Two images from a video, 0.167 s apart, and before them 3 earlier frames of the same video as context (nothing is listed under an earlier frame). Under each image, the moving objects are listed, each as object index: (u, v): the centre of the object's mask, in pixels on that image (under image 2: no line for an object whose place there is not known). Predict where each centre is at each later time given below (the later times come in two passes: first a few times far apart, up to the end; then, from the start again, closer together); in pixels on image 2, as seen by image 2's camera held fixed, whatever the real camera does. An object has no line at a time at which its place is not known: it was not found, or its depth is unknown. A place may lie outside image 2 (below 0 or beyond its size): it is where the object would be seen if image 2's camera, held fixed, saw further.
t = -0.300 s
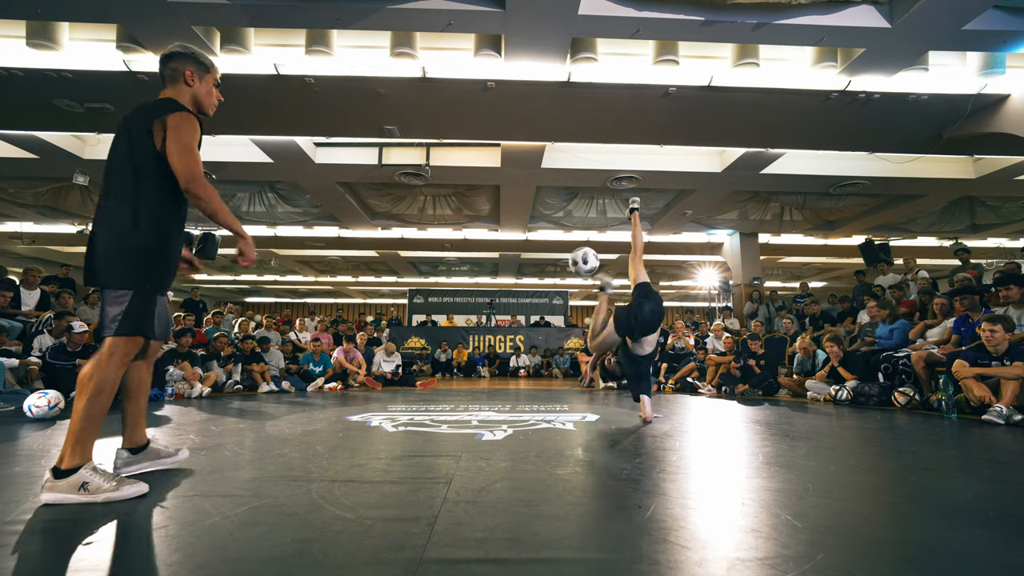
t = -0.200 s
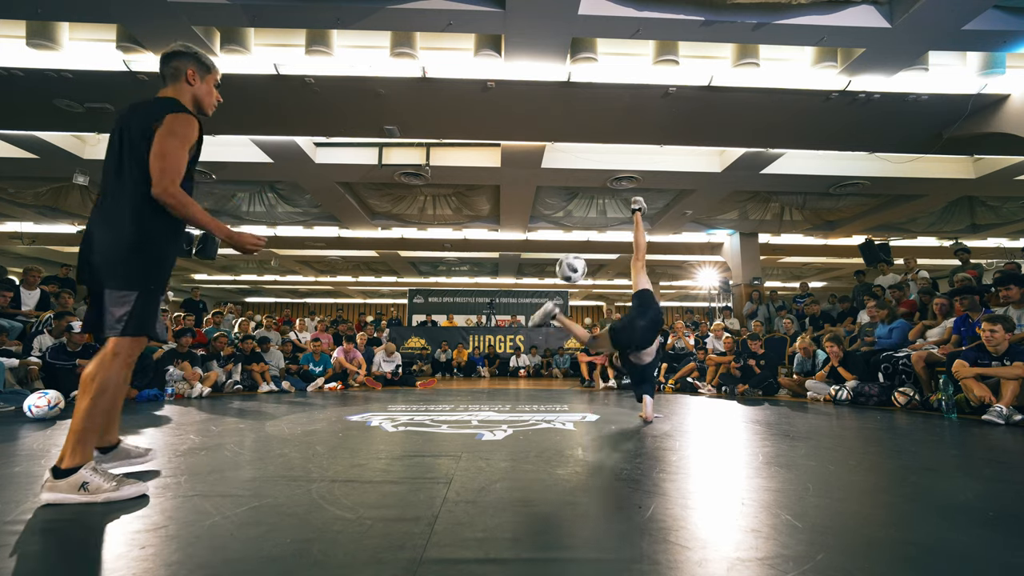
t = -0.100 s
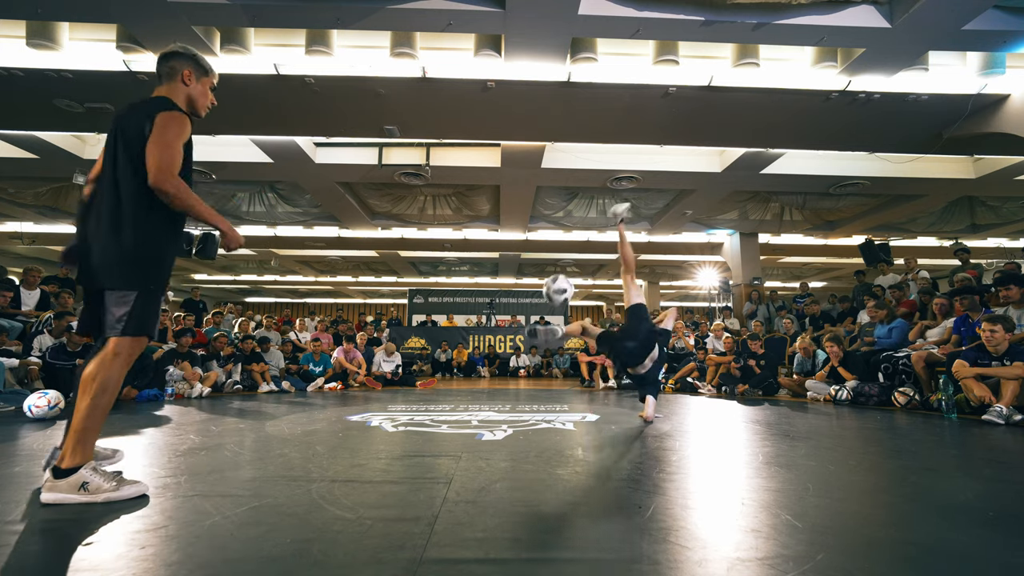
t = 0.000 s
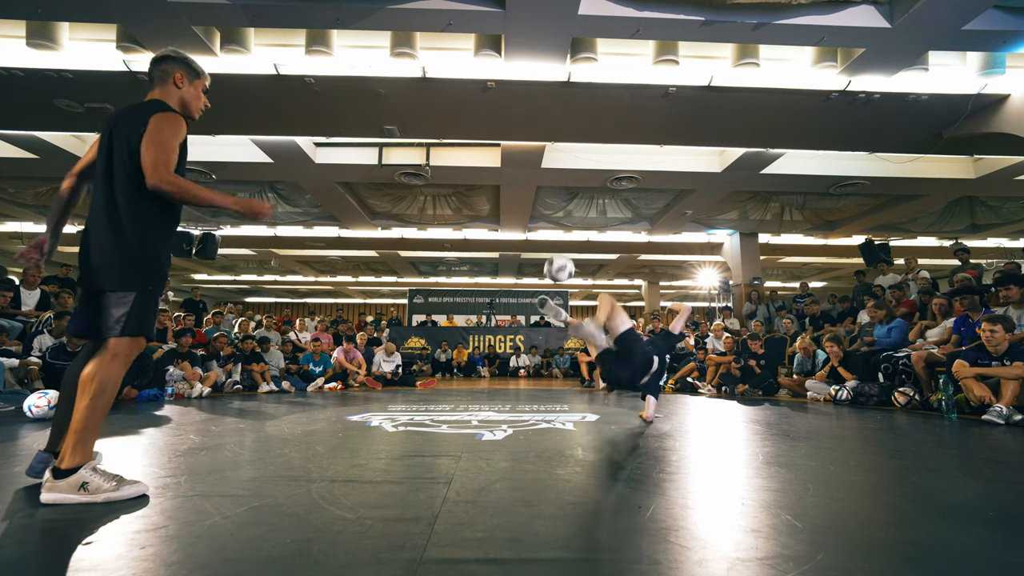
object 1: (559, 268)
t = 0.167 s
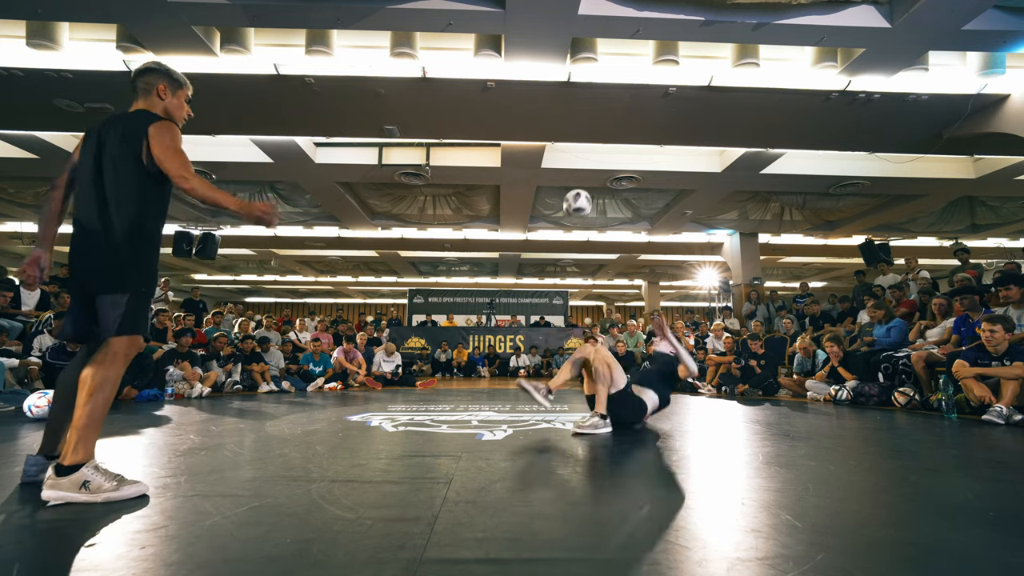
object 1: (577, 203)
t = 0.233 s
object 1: (584, 188)
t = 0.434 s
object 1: (603, 177)
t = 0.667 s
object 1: (625, 219)
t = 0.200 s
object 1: (581, 195)
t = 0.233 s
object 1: (584, 188)
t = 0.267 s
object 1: (587, 183)
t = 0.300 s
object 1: (591, 179)
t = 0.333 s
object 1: (594, 177)
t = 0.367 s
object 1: (597, 176)
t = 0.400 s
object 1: (600, 176)
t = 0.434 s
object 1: (603, 177)
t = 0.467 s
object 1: (606, 179)
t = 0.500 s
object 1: (609, 183)
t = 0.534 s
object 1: (613, 188)
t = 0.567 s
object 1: (616, 194)
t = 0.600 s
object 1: (619, 201)
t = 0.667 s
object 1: (625, 219)
